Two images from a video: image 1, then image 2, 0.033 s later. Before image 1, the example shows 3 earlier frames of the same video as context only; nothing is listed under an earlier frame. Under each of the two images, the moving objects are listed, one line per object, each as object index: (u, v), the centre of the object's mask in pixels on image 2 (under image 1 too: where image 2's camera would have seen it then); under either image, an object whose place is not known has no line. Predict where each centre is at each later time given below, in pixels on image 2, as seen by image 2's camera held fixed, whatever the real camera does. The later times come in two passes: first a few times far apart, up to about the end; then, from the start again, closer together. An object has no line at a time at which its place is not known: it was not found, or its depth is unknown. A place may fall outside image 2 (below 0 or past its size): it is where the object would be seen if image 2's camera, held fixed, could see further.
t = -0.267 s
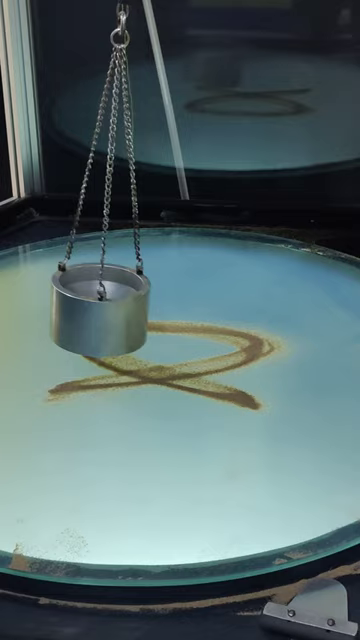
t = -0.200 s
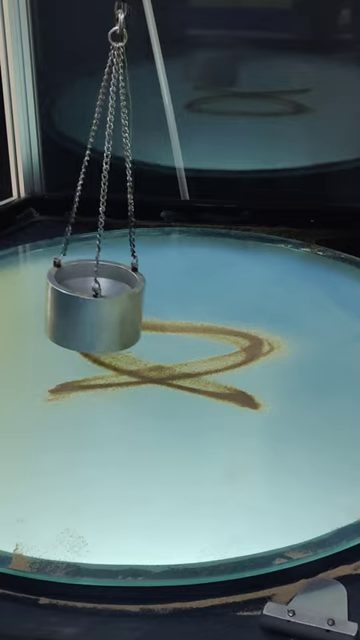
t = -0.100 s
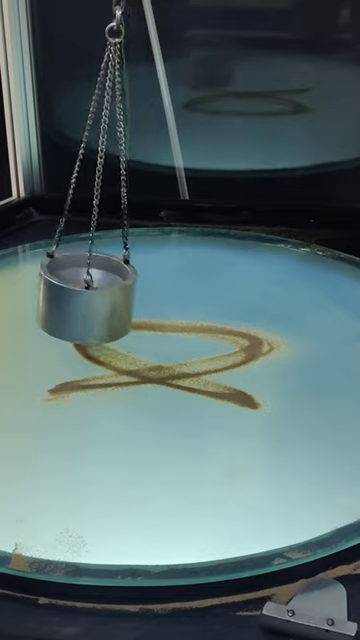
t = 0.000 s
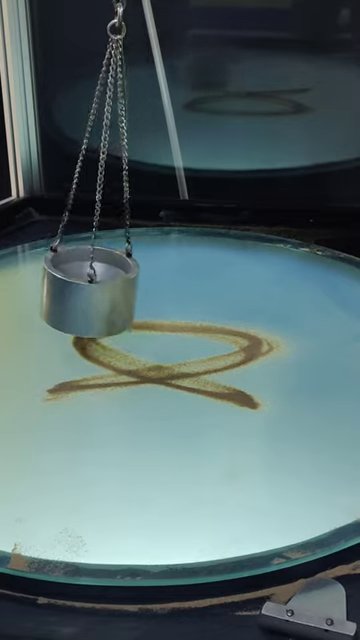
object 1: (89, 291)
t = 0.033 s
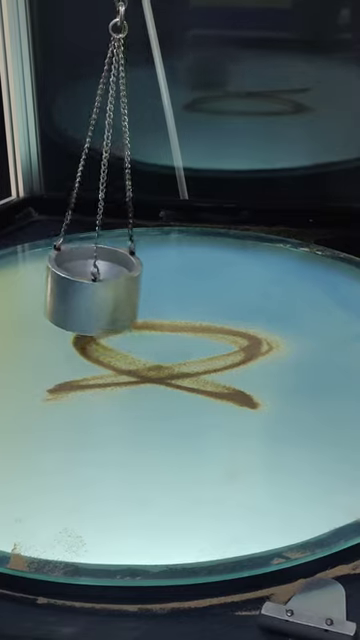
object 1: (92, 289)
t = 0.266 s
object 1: (144, 285)
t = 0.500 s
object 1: (209, 282)
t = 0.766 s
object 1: (234, 289)
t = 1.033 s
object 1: (179, 308)
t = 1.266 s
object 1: (107, 318)
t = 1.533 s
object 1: (71, 323)
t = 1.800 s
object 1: (122, 328)
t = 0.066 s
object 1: (97, 288)
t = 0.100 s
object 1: (103, 287)
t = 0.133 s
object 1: (111, 286)
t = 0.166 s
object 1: (118, 286)
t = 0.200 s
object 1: (127, 285)
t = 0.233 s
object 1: (136, 285)
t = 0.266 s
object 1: (144, 285)
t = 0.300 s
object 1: (155, 284)
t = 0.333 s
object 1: (164, 284)
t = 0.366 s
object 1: (174, 284)
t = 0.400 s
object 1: (183, 284)
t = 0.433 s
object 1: (193, 283)
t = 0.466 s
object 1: (201, 283)
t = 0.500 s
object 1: (209, 282)
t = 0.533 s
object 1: (216, 282)
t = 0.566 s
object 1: (223, 282)
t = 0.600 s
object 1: (228, 283)
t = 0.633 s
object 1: (231, 284)
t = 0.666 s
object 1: (234, 285)
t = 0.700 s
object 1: (235, 286)
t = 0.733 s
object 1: (236, 287)
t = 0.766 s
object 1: (234, 289)
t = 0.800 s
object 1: (232, 291)
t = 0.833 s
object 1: (228, 293)
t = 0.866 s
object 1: (222, 295)
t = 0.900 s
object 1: (216, 299)
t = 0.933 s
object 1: (208, 301)
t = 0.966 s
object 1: (199, 304)
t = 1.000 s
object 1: (190, 306)
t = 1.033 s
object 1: (179, 308)
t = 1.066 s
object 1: (169, 310)
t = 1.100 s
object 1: (158, 312)
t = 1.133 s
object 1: (147, 314)
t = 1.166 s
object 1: (137, 315)
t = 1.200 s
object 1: (126, 317)
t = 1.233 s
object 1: (116, 318)
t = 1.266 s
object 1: (107, 318)
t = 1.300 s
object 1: (98, 319)
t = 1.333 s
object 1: (90, 320)
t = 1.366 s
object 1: (83, 320)
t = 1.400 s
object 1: (78, 321)
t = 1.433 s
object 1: (74, 321)
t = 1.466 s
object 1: (72, 322)
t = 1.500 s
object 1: (71, 322)
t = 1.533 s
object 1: (71, 323)
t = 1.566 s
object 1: (73, 324)
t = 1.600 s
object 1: (76, 325)
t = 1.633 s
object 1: (81, 326)
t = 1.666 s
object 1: (87, 326)
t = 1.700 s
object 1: (95, 327)
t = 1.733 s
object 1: (104, 327)
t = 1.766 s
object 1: (112, 328)
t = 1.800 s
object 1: (122, 328)
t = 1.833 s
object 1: (132, 327)
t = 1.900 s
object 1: (153, 326)
